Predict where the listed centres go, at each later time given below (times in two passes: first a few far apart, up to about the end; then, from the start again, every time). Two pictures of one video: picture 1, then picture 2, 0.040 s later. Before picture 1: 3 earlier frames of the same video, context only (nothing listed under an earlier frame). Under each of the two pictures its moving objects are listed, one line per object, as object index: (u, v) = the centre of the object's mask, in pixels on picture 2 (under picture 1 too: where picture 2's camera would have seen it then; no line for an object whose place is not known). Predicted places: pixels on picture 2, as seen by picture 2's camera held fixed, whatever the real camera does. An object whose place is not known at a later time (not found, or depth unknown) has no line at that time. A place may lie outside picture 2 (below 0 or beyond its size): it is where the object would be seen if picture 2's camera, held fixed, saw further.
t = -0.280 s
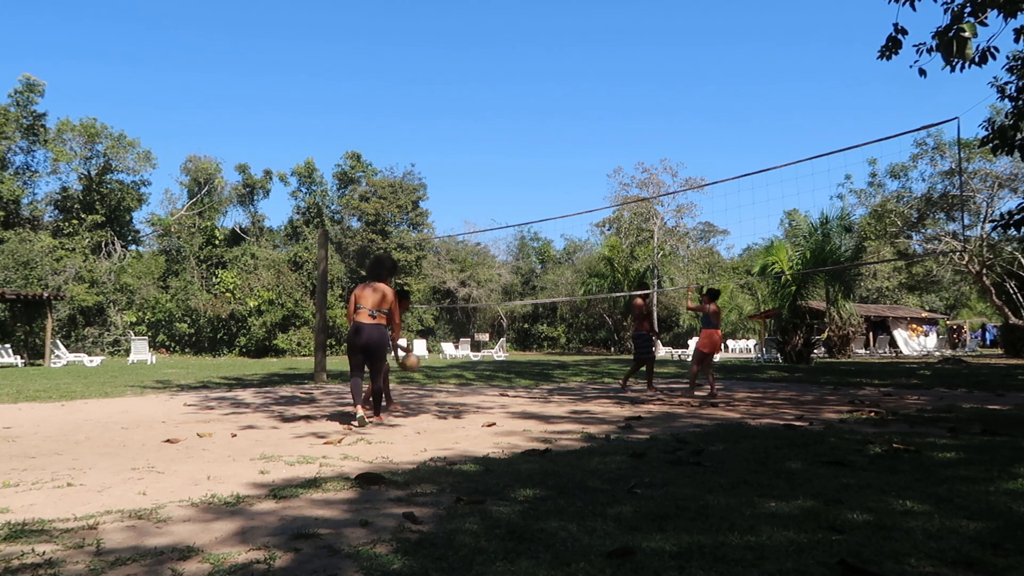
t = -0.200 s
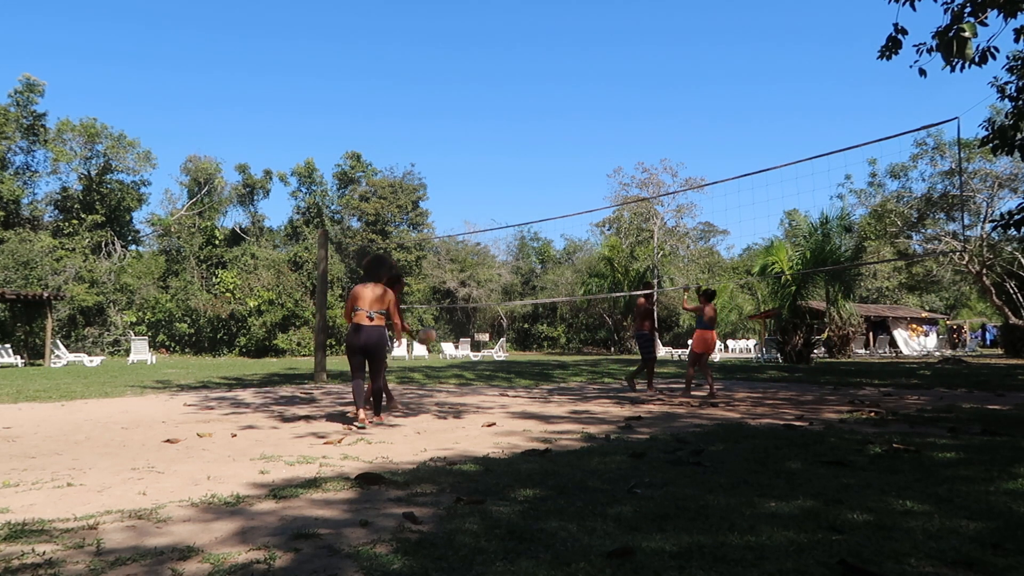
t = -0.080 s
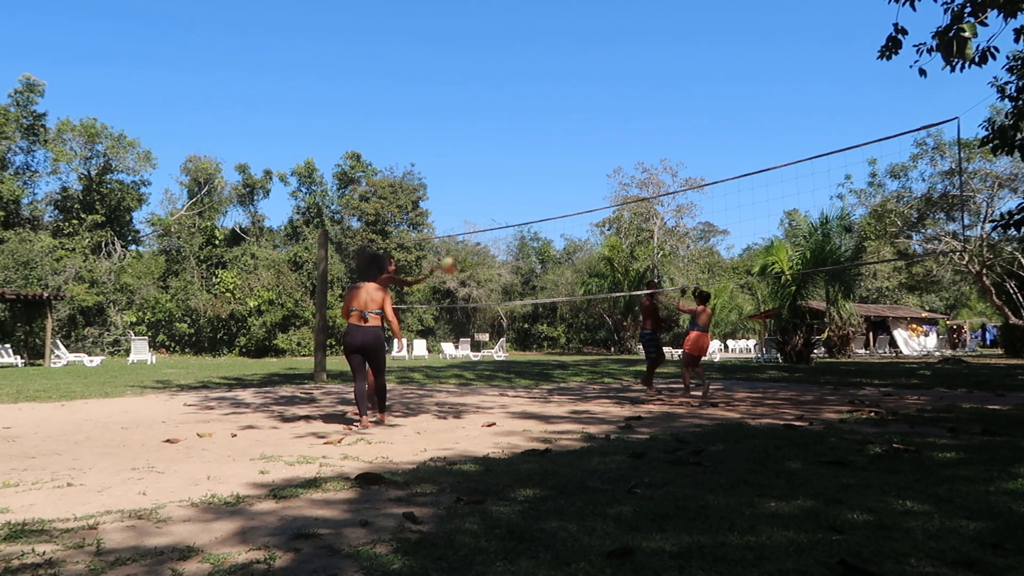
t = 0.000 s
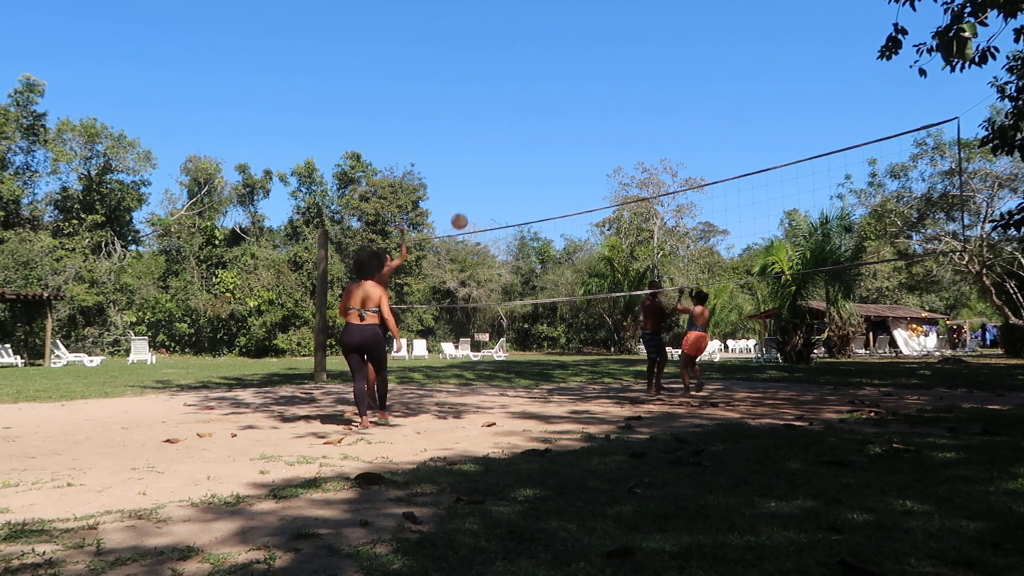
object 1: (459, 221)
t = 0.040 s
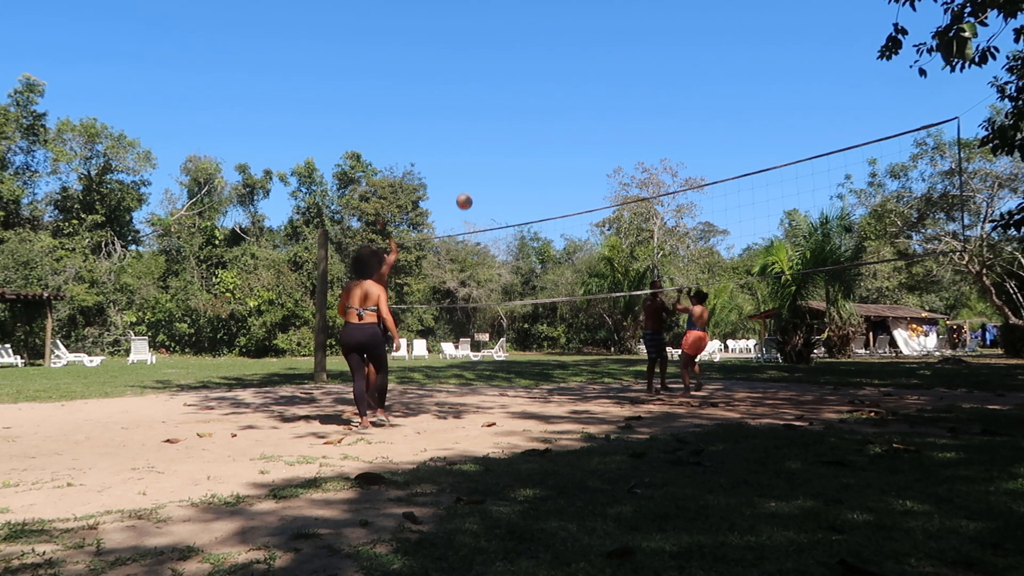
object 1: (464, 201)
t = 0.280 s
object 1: (491, 116)
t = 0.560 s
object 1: (518, 75)
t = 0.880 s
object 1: (546, 98)
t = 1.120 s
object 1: (565, 155)
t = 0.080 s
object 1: (469, 184)
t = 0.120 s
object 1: (474, 167)
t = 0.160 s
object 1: (478, 152)
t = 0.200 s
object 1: (482, 138)
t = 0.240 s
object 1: (487, 126)
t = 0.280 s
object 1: (491, 116)
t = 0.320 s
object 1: (495, 106)
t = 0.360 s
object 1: (498, 98)
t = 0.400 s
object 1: (502, 91)
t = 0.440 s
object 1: (506, 85)
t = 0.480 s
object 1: (510, 81)
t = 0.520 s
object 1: (514, 78)
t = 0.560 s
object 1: (518, 75)
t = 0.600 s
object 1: (521, 75)
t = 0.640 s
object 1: (525, 75)
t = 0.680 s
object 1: (529, 76)
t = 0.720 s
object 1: (532, 78)
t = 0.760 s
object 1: (535, 81)
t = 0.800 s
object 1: (539, 86)
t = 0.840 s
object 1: (543, 91)
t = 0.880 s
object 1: (546, 98)
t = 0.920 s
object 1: (549, 105)
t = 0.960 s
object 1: (553, 113)
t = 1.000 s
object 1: (556, 122)
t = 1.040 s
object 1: (559, 132)
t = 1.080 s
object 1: (562, 143)
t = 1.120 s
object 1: (565, 155)
